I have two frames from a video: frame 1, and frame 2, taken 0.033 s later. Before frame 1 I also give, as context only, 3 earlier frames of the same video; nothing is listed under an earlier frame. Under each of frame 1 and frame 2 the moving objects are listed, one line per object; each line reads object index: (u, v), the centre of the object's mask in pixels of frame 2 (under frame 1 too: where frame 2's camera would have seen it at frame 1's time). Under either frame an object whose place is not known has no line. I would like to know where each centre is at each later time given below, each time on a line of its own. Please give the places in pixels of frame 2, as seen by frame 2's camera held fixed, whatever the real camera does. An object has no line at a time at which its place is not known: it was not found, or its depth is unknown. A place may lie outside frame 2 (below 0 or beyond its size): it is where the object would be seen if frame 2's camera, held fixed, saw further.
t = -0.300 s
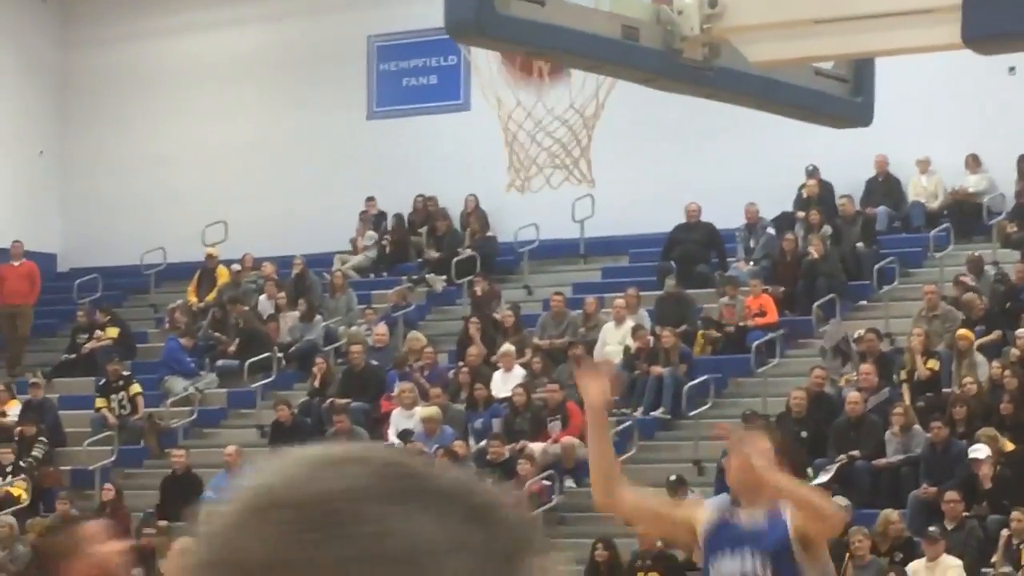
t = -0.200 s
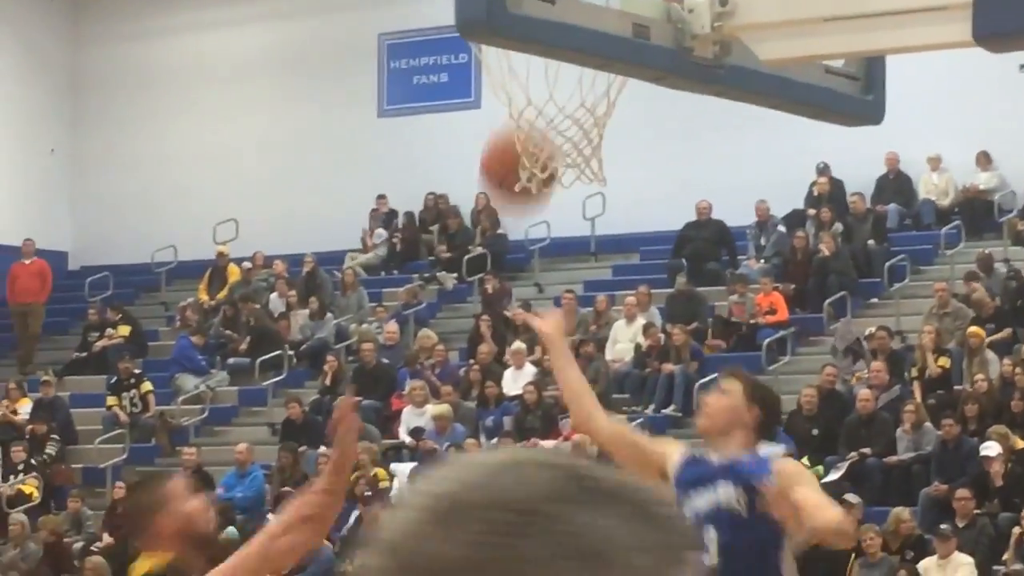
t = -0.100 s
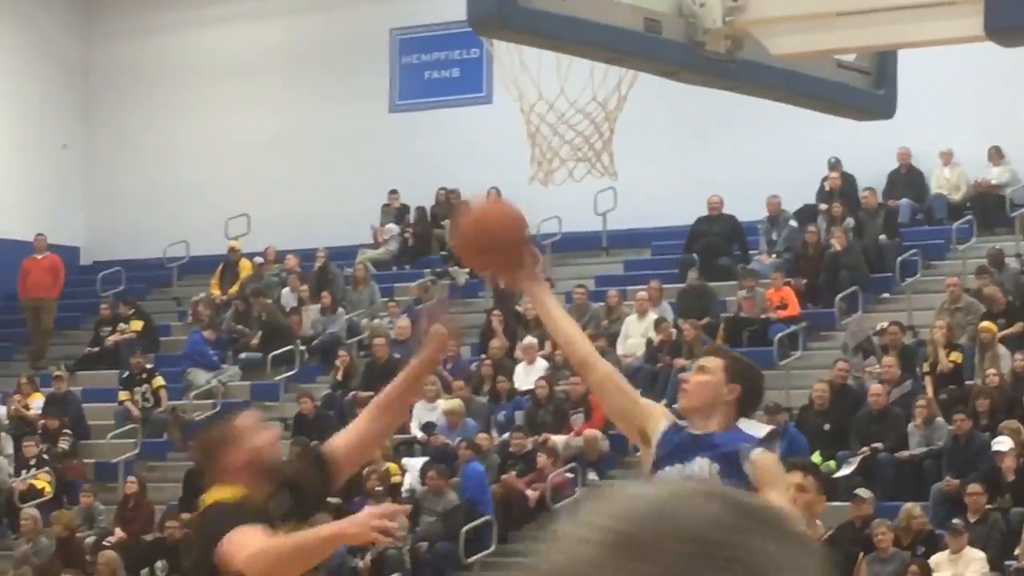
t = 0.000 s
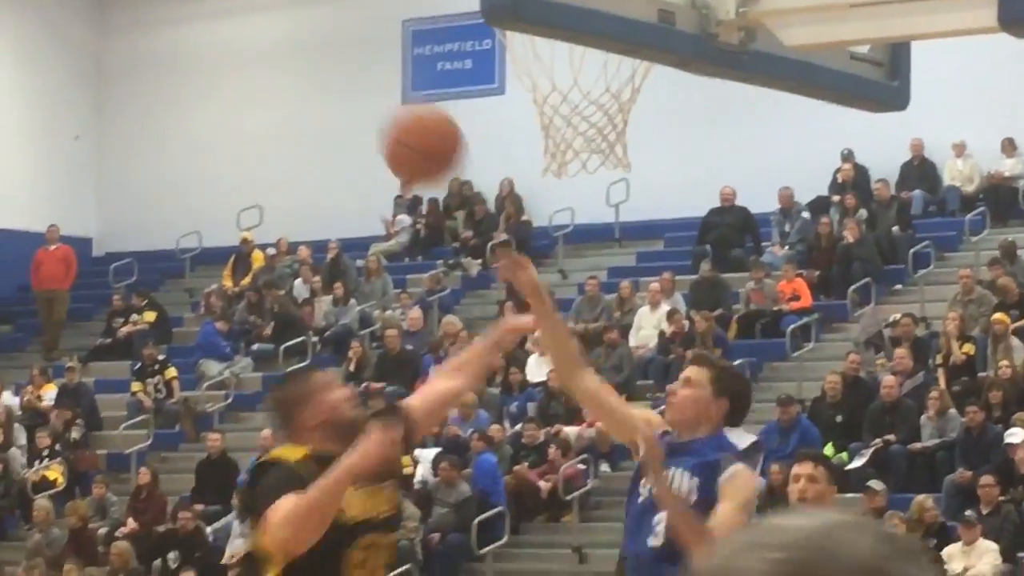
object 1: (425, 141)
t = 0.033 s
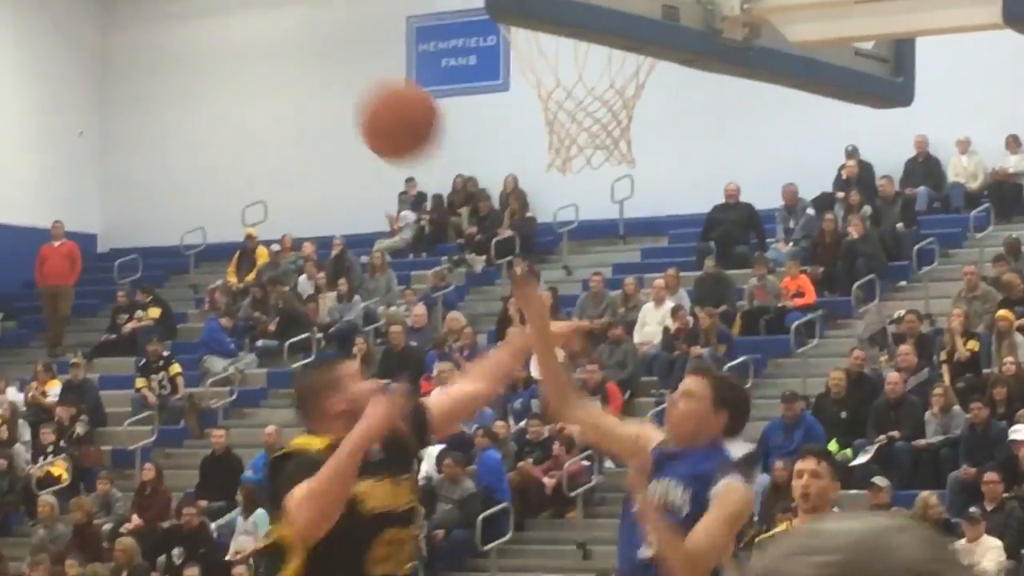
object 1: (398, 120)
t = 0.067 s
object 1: (370, 102)
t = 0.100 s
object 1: (343, 87)
